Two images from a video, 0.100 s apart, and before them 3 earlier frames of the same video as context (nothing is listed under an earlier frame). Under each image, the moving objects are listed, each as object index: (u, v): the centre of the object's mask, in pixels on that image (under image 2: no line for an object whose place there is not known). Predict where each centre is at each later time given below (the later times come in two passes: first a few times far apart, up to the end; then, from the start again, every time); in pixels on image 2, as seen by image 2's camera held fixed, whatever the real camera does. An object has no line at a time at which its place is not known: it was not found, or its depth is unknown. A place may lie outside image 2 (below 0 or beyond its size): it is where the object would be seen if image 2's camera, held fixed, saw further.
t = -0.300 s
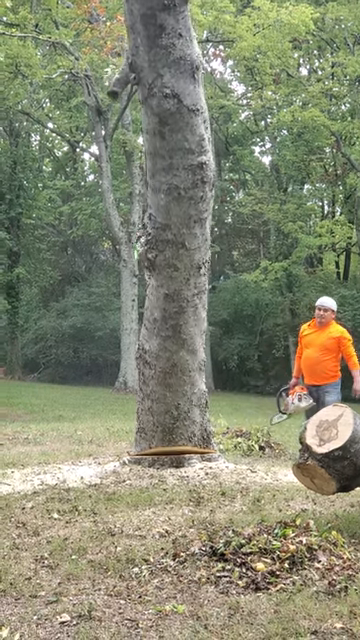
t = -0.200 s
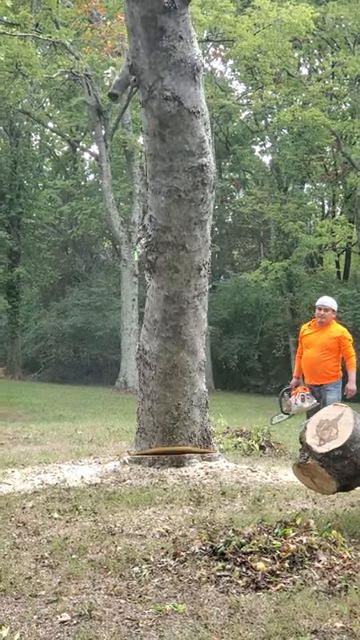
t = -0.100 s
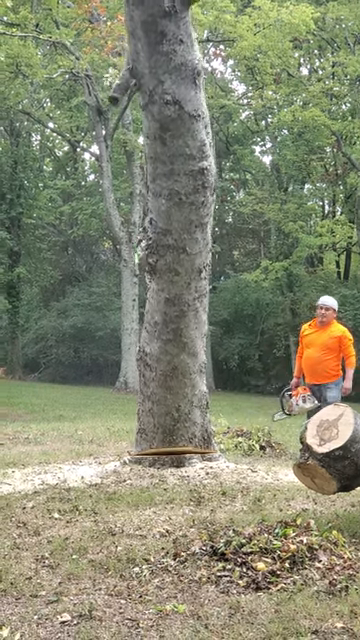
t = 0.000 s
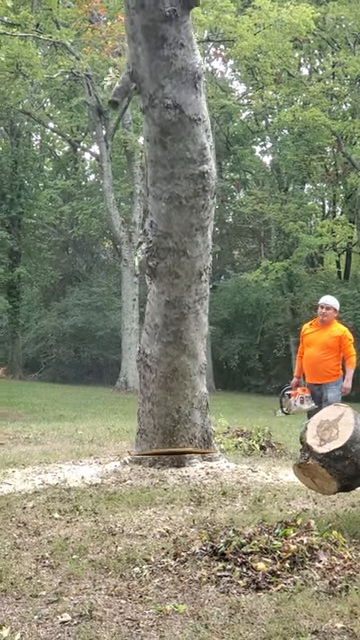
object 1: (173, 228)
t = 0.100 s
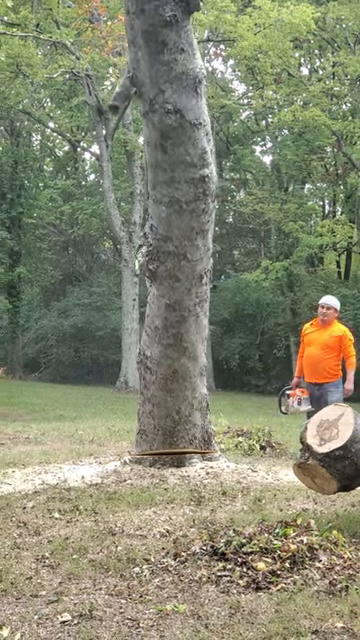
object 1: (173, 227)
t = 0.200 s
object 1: (173, 227)
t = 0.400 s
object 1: (174, 225)
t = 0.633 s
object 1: (171, 220)
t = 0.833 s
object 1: (168, 257)
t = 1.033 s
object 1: (165, 341)
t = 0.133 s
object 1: (173, 227)
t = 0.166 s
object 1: (173, 227)
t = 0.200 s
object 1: (173, 227)
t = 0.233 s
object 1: (174, 226)
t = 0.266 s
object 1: (174, 226)
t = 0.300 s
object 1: (174, 226)
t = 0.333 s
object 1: (174, 225)
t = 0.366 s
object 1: (174, 225)
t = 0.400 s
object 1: (174, 225)
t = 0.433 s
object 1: (174, 225)
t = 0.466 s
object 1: (174, 225)
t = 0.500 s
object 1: (174, 225)
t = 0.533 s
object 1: (174, 224)
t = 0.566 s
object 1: (173, 223)
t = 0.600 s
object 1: (173, 222)
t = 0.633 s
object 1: (171, 220)
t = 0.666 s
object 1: (170, 219)
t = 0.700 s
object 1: (170, 223)
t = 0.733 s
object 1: (169, 228)
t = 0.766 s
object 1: (169, 236)
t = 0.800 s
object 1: (168, 245)
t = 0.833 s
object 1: (168, 257)
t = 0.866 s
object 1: (167, 270)
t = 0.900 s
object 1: (168, 278)
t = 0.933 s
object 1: (167, 297)
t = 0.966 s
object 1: (166, 315)
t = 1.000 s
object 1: (166, 329)
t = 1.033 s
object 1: (165, 341)
